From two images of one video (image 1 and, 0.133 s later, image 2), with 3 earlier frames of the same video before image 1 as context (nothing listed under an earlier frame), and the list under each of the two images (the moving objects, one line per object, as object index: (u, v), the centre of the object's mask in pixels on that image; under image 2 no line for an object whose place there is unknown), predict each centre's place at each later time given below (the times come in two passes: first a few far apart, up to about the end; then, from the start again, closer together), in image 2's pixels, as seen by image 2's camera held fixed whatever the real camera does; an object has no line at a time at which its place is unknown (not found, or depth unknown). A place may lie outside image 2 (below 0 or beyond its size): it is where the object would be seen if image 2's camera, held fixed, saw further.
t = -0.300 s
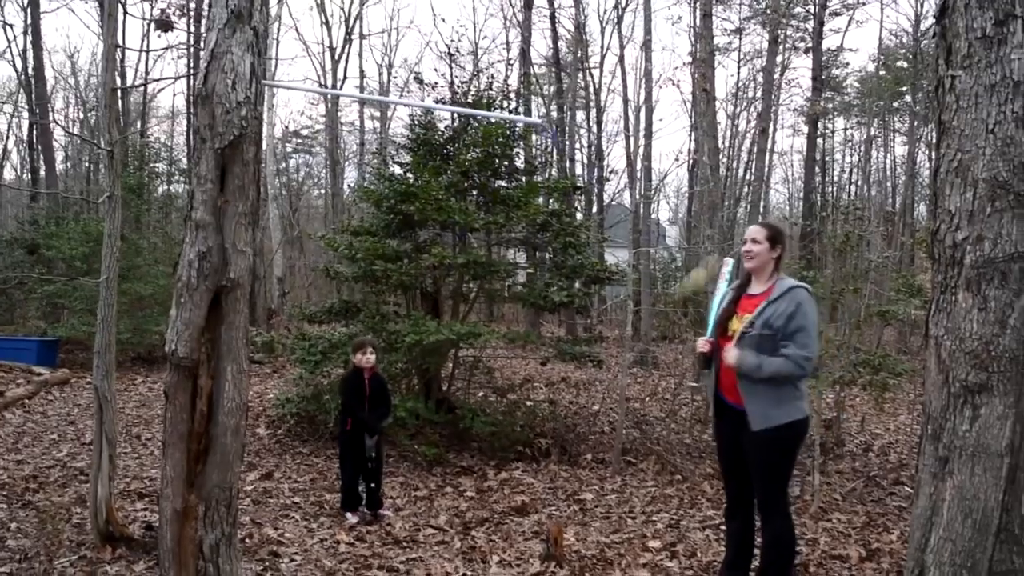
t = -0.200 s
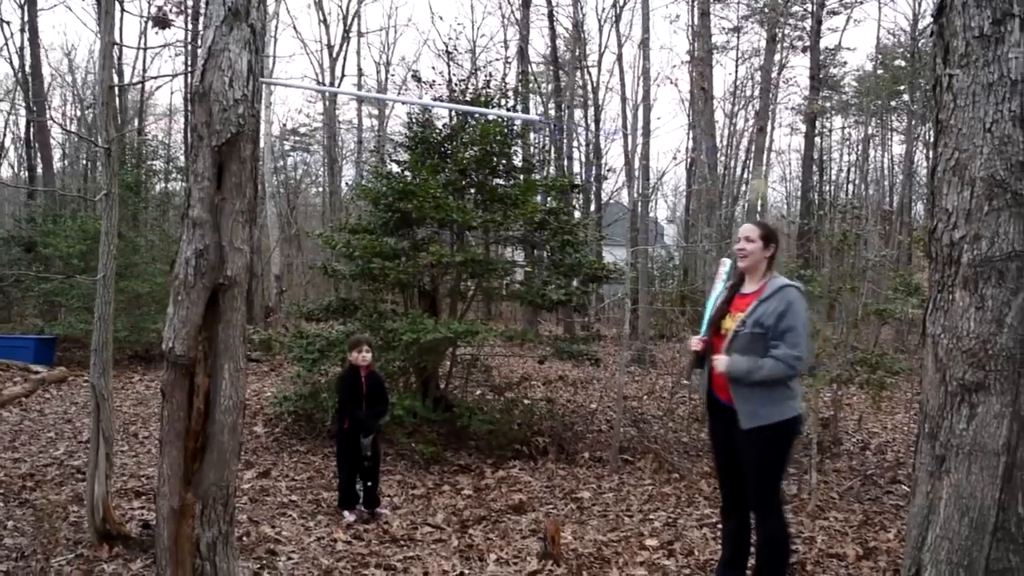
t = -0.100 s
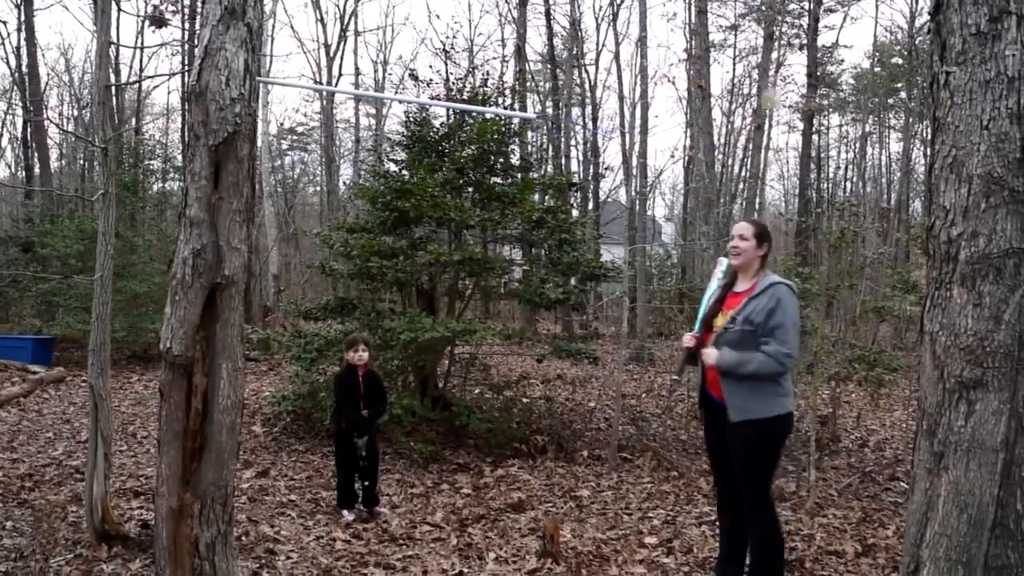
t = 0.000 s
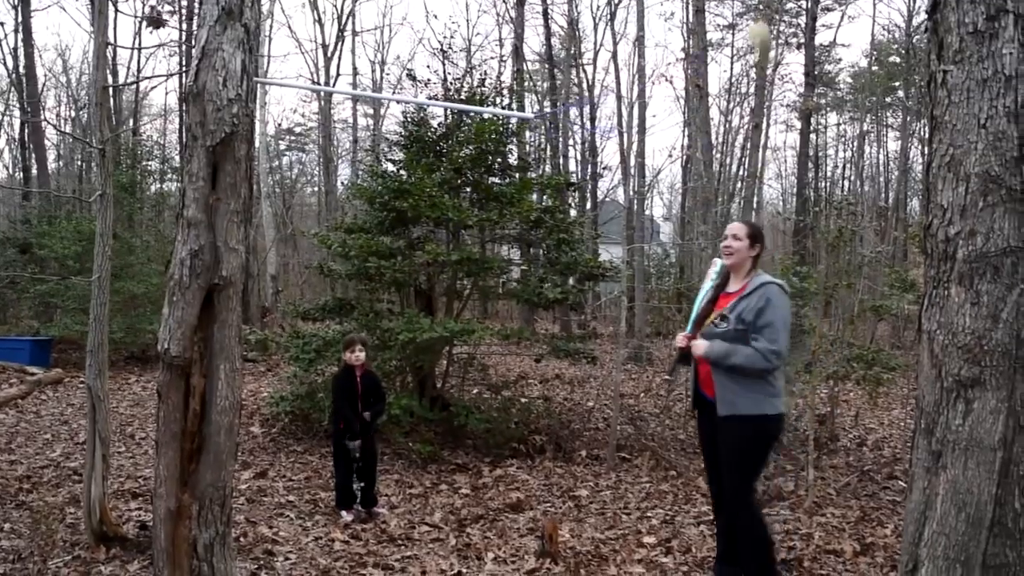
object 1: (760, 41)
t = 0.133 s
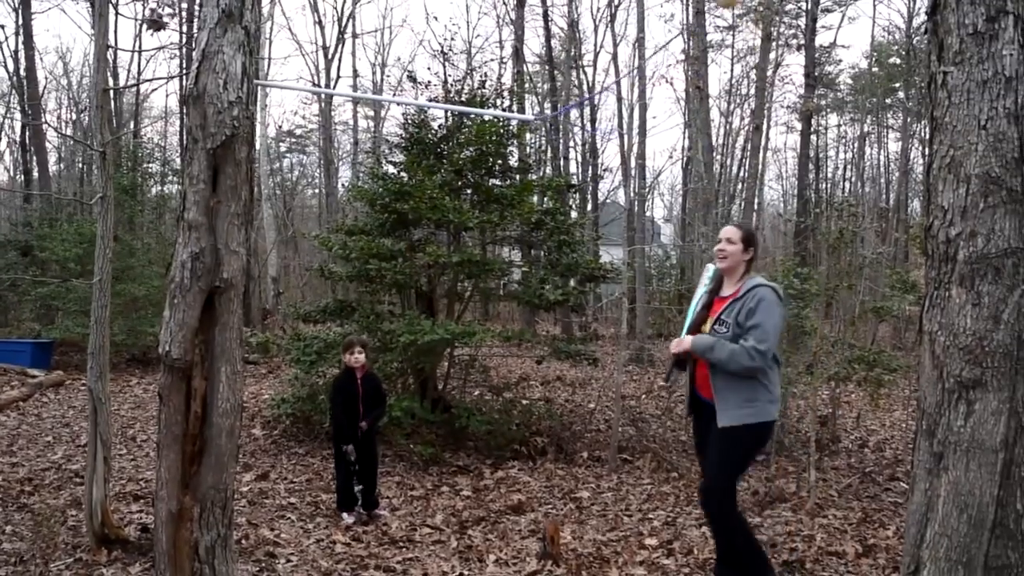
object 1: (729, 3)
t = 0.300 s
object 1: (678, 32)
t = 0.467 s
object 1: (591, 191)
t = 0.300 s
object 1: (678, 32)
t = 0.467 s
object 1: (591, 191)
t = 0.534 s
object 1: (546, 266)
